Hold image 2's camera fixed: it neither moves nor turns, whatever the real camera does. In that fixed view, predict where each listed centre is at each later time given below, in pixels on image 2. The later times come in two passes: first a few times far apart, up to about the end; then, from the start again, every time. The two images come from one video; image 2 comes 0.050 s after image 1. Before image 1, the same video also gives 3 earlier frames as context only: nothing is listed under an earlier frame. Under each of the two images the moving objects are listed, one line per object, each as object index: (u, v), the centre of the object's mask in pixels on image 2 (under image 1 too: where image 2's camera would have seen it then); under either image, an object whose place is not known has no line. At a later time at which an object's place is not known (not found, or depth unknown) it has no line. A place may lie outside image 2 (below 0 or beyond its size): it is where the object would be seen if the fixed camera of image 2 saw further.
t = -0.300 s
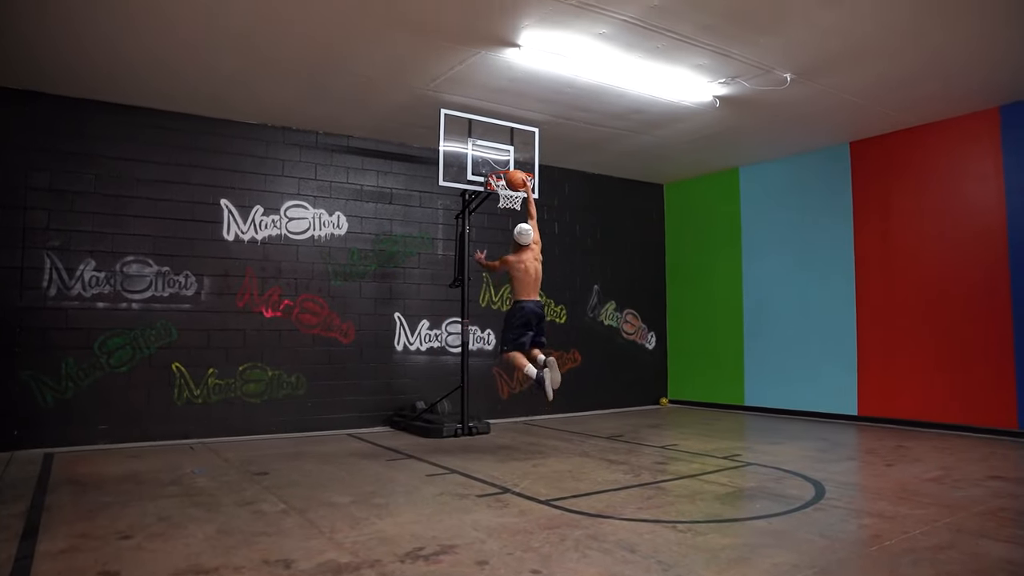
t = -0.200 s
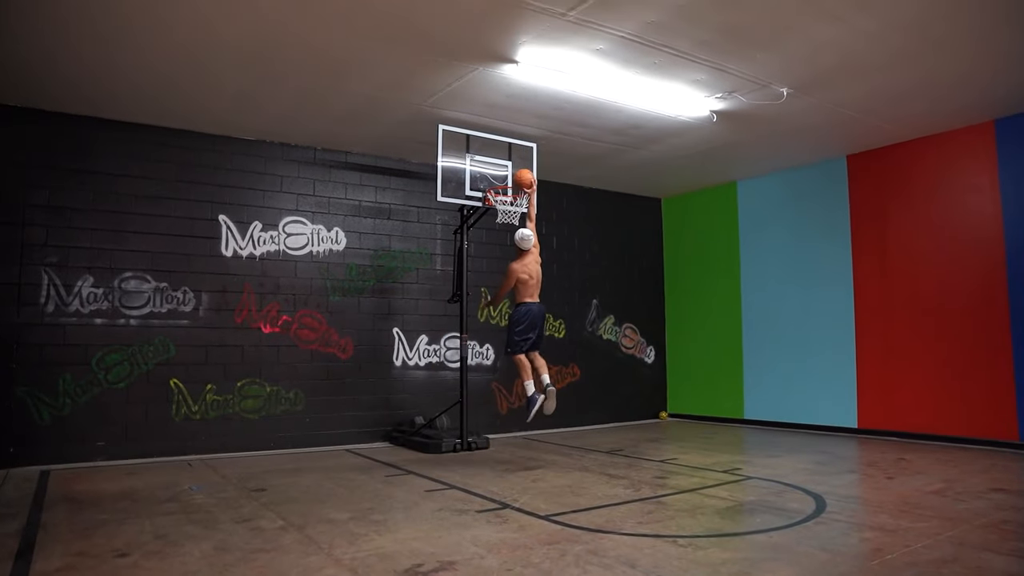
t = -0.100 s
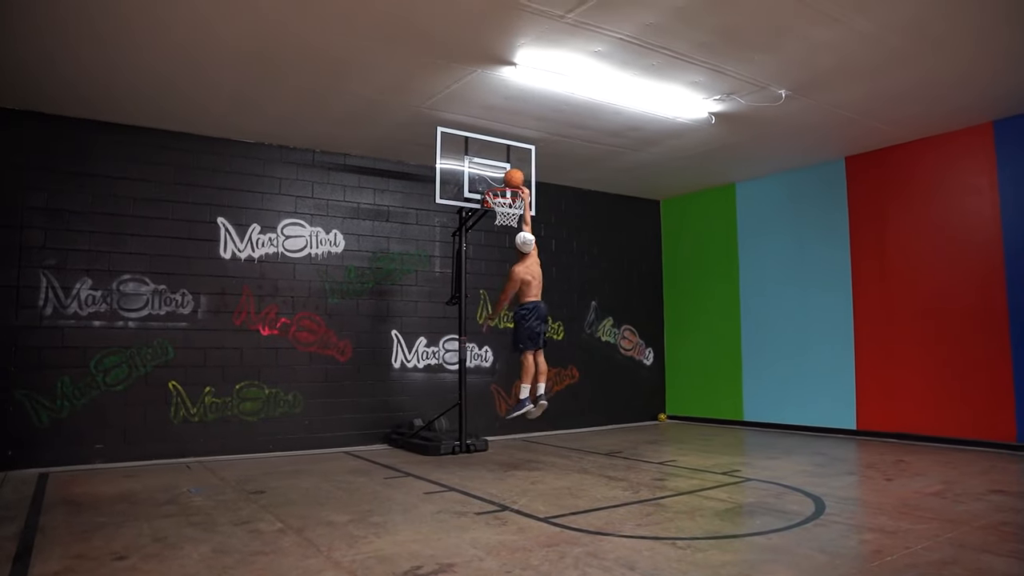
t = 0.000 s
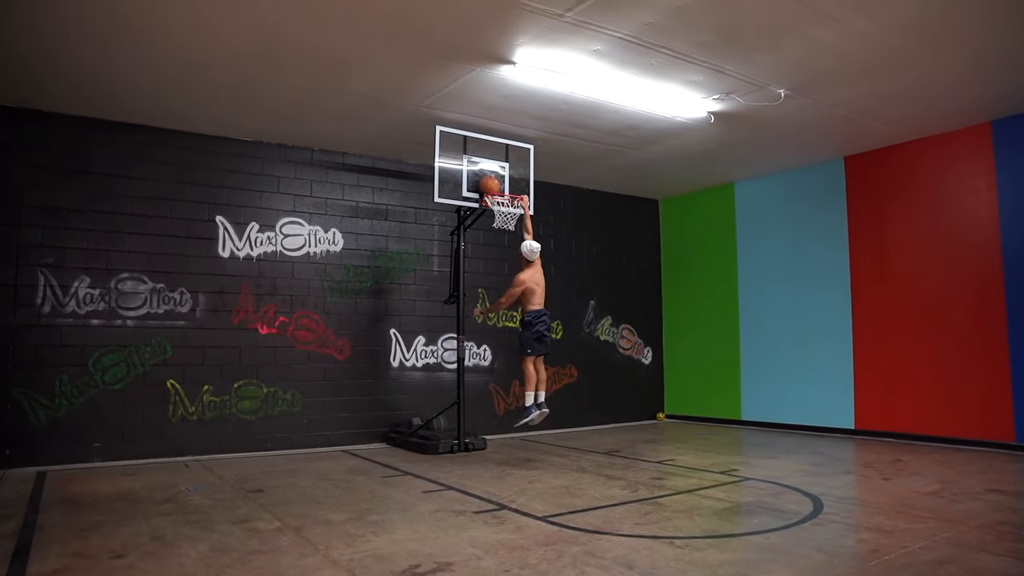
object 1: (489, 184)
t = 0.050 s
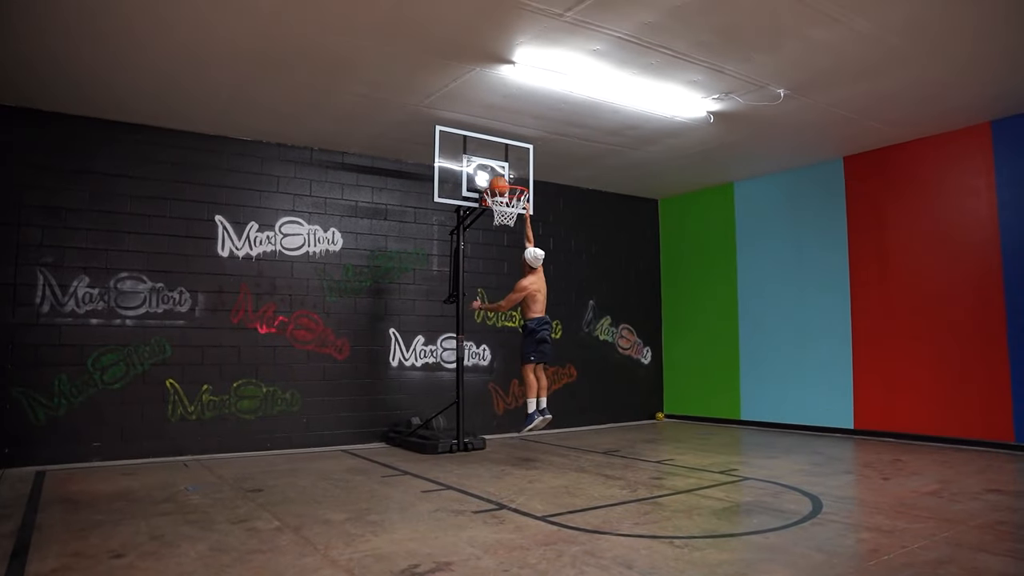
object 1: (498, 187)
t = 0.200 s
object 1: (510, 202)
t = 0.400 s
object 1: (497, 237)
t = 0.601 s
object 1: (483, 298)
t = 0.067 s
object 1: (502, 186)
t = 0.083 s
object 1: (507, 187)
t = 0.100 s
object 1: (510, 187)
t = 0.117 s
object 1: (514, 188)
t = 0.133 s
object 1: (515, 191)
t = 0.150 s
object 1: (513, 193)
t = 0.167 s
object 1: (511, 198)
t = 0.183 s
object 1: (510, 200)
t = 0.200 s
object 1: (510, 202)
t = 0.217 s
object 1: (508, 205)
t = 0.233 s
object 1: (507, 208)
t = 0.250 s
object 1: (506, 212)
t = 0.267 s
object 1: (507, 219)
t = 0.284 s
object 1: (504, 221)
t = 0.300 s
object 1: (501, 223)
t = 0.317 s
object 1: (500, 224)
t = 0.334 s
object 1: (500, 225)
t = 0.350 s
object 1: (499, 227)
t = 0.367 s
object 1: (498, 230)
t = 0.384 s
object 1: (497, 234)
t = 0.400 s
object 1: (497, 237)
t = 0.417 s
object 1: (495, 241)
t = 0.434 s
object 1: (494, 244)
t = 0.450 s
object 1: (493, 249)
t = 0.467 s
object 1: (492, 254)
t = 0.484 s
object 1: (491, 258)
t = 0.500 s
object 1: (490, 264)
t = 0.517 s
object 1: (489, 269)
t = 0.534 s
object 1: (488, 274)
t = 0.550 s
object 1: (487, 280)
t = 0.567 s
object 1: (486, 286)
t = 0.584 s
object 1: (485, 292)
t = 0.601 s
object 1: (483, 298)
